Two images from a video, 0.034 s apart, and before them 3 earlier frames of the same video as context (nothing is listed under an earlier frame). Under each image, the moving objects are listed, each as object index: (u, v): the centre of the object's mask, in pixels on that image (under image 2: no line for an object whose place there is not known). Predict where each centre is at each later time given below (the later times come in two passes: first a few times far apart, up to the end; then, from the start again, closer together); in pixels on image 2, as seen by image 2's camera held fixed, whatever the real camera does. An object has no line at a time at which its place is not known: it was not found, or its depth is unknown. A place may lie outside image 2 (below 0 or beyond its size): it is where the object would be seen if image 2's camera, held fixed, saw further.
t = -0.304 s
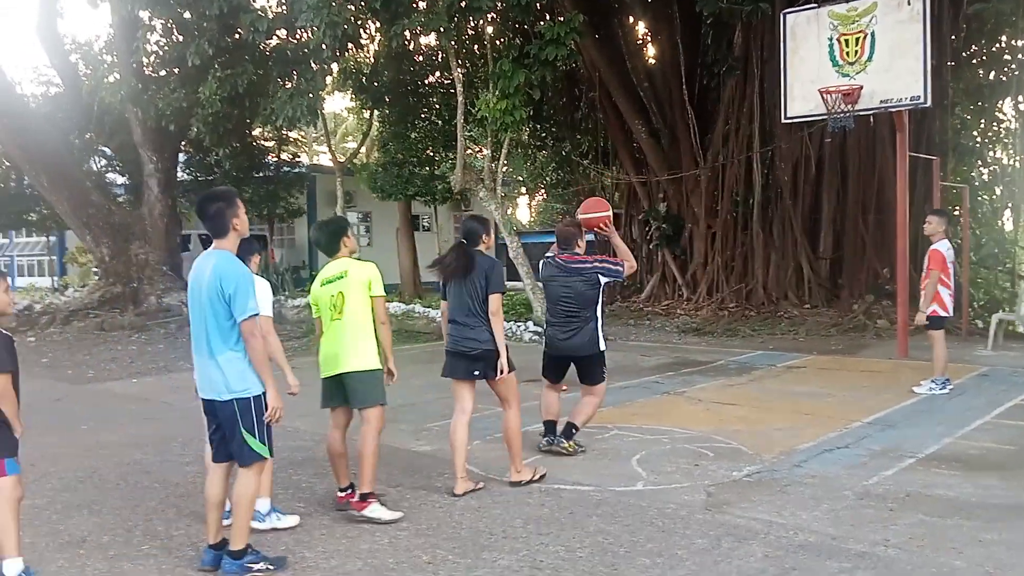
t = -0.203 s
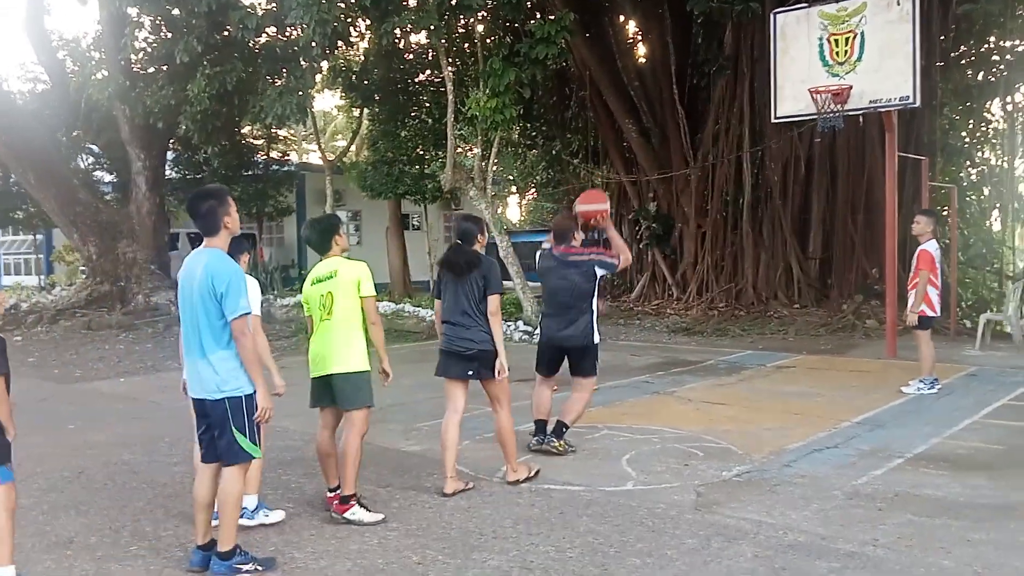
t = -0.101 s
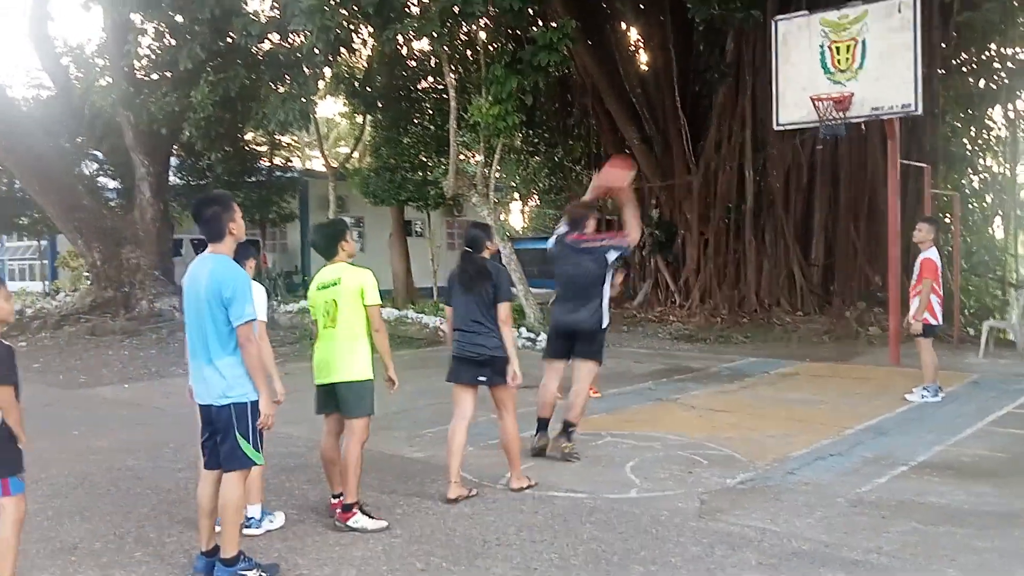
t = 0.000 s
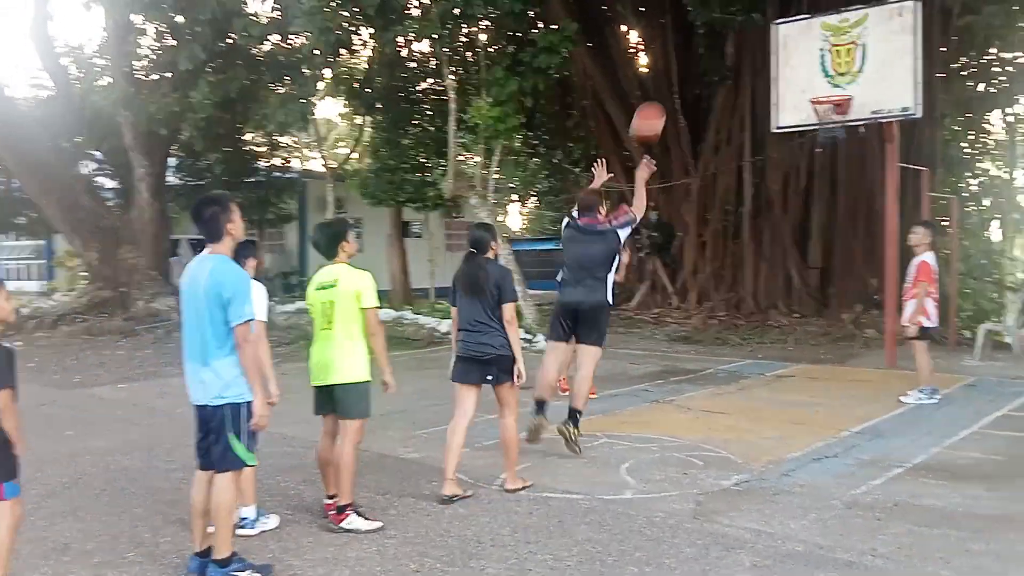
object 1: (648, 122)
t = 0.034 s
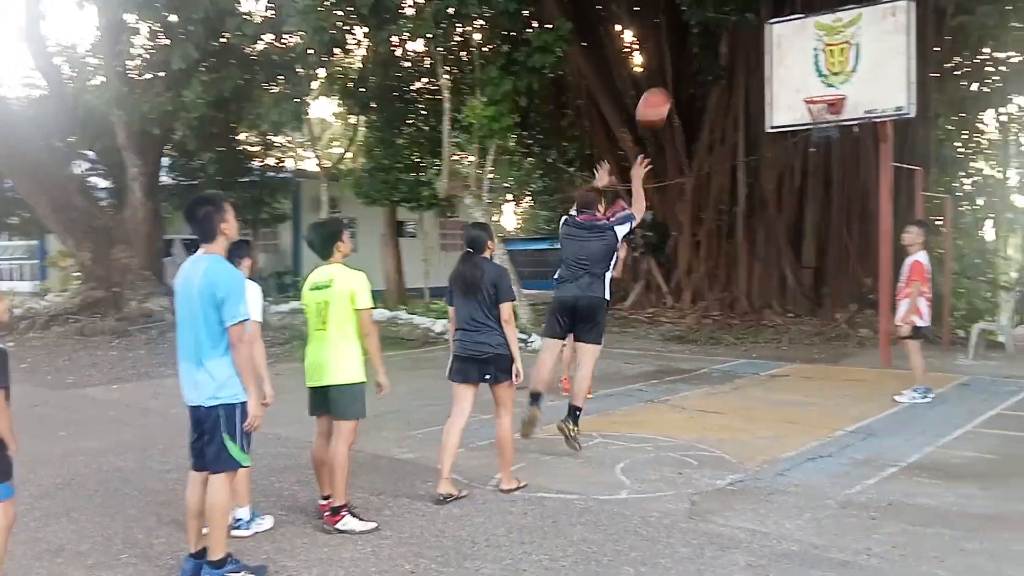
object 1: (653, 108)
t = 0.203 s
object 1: (703, 60)
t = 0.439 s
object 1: (760, 54)
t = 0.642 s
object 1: (805, 94)
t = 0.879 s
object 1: (744, 151)
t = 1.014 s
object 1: (704, 213)
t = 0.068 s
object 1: (664, 94)
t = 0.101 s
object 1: (674, 83)
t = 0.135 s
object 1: (683, 73)
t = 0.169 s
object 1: (694, 66)
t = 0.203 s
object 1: (703, 60)
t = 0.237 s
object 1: (713, 55)
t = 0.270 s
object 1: (722, 52)
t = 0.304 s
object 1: (731, 50)
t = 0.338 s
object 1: (738, 49)
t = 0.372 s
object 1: (747, 50)
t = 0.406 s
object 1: (753, 51)
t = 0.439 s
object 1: (760, 54)
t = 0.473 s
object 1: (767, 58)
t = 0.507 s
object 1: (775, 64)
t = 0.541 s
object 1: (784, 70)
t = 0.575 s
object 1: (791, 77)
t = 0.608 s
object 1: (798, 86)
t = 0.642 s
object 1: (805, 94)
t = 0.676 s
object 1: (801, 99)
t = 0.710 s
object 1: (791, 104)
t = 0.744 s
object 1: (782, 112)
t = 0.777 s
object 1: (771, 121)
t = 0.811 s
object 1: (761, 131)
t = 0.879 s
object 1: (744, 151)
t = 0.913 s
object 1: (734, 164)
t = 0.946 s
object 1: (725, 179)
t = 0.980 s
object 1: (715, 195)
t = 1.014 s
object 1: (704, 213)
